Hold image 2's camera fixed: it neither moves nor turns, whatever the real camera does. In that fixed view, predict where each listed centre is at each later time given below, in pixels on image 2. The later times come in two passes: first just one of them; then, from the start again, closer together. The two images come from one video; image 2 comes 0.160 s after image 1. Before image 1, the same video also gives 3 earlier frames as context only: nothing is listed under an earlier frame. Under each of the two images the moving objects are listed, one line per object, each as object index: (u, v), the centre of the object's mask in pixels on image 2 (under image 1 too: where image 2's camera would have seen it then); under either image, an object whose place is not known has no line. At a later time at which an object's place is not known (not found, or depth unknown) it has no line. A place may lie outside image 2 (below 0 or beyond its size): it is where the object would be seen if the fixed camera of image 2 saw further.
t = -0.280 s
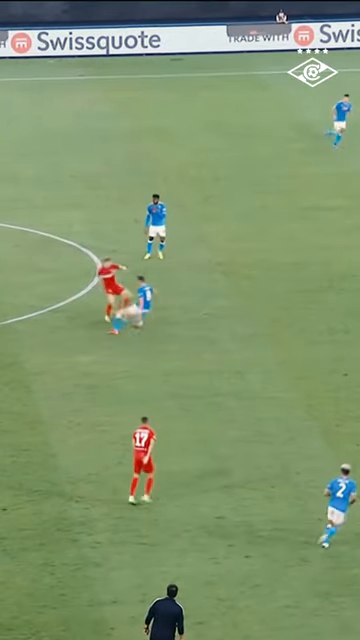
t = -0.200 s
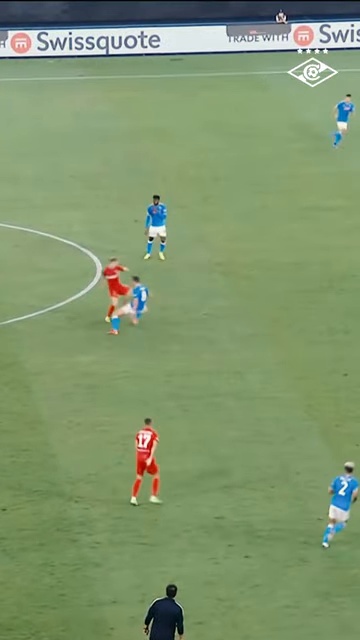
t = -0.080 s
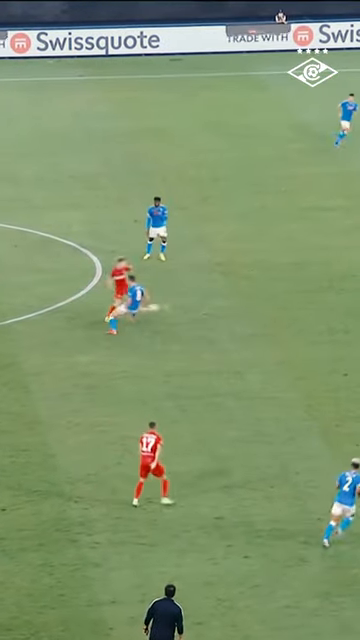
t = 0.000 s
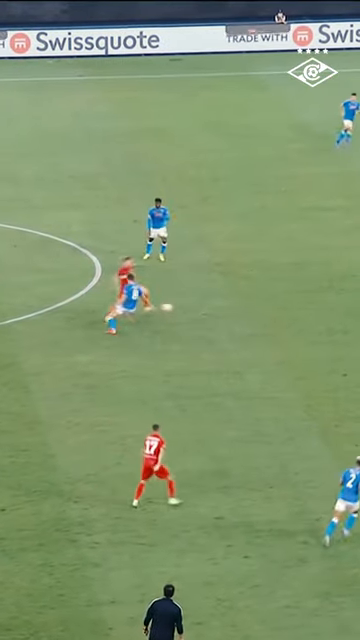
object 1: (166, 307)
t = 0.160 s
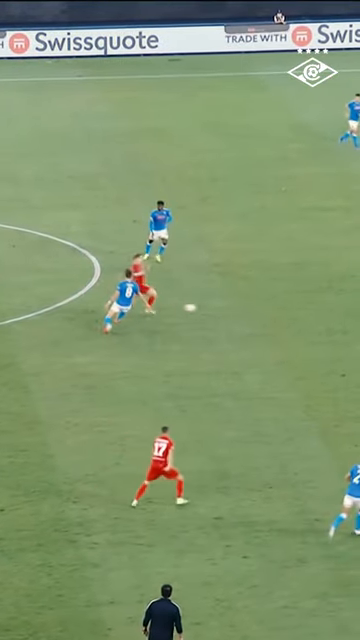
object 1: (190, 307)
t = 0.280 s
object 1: (209, 310)
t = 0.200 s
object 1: (196, 308)
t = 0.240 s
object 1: (202, 309)
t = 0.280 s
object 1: (209, 310)
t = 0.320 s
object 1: (214, 311)
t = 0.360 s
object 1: (221, 312)
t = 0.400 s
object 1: (226, 313)
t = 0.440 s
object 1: (232, 314)
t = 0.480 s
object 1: (235, 314)
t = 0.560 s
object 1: (244, 313)
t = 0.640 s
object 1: (252, 312)
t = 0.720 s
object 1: (262, 312)
